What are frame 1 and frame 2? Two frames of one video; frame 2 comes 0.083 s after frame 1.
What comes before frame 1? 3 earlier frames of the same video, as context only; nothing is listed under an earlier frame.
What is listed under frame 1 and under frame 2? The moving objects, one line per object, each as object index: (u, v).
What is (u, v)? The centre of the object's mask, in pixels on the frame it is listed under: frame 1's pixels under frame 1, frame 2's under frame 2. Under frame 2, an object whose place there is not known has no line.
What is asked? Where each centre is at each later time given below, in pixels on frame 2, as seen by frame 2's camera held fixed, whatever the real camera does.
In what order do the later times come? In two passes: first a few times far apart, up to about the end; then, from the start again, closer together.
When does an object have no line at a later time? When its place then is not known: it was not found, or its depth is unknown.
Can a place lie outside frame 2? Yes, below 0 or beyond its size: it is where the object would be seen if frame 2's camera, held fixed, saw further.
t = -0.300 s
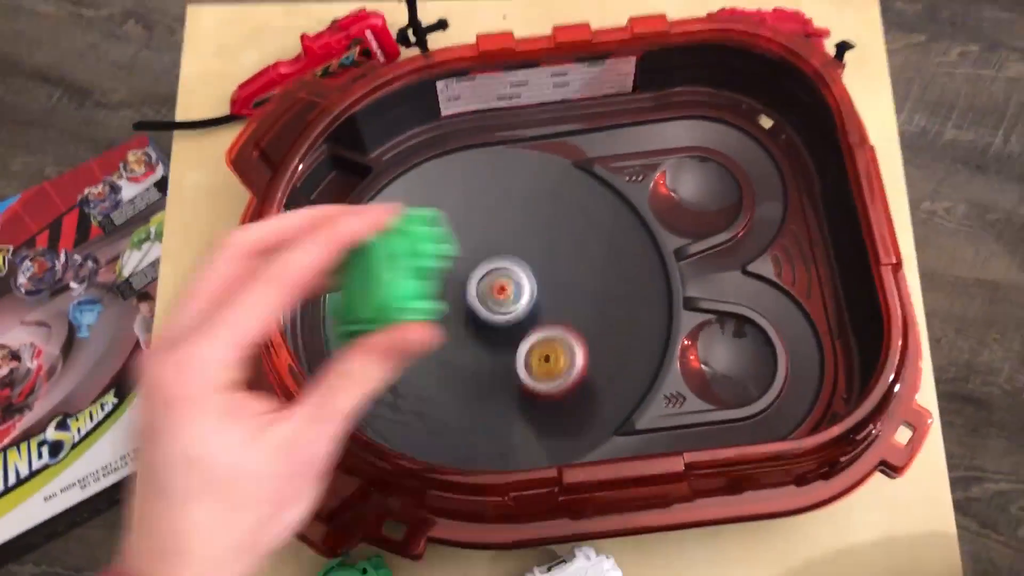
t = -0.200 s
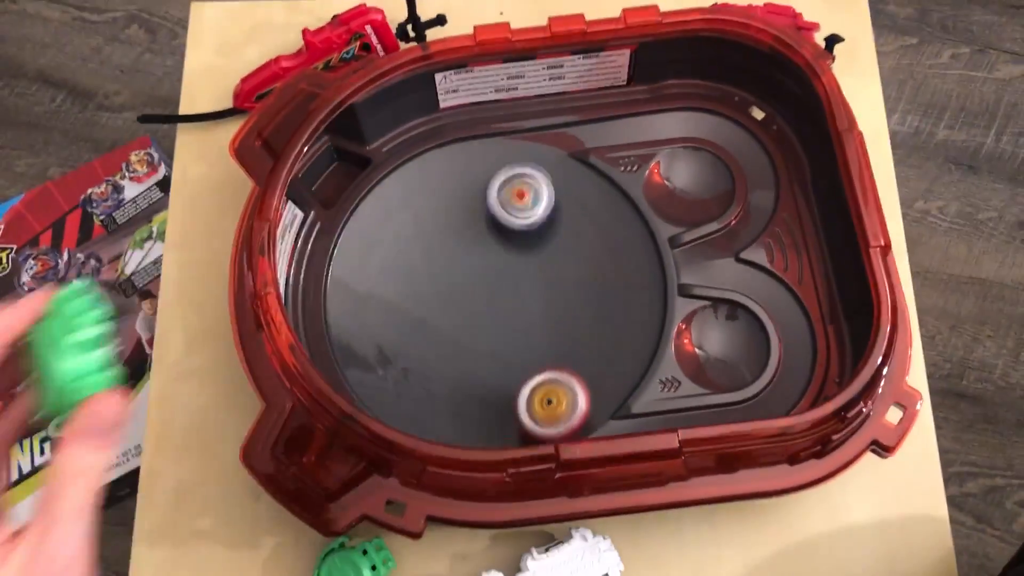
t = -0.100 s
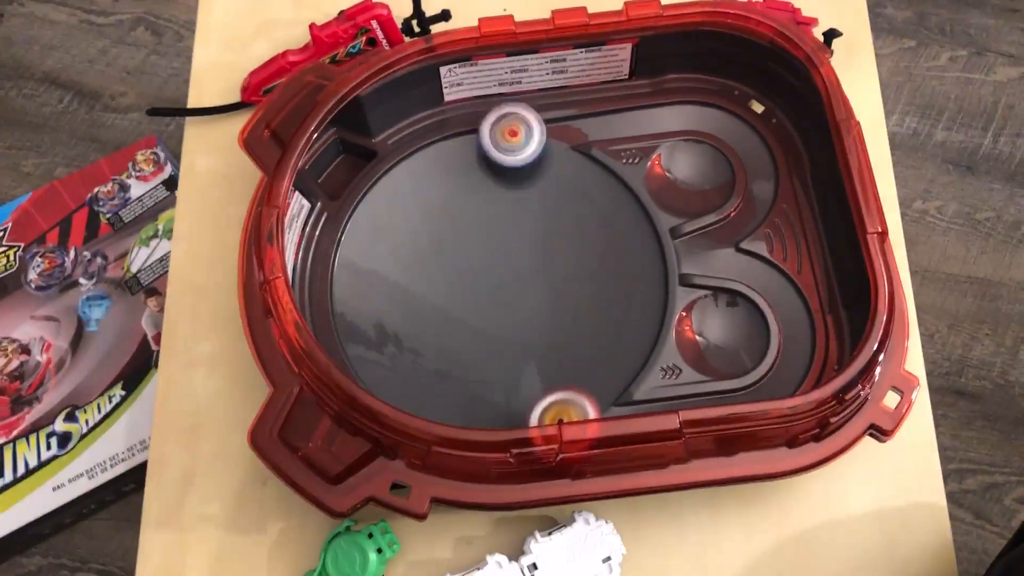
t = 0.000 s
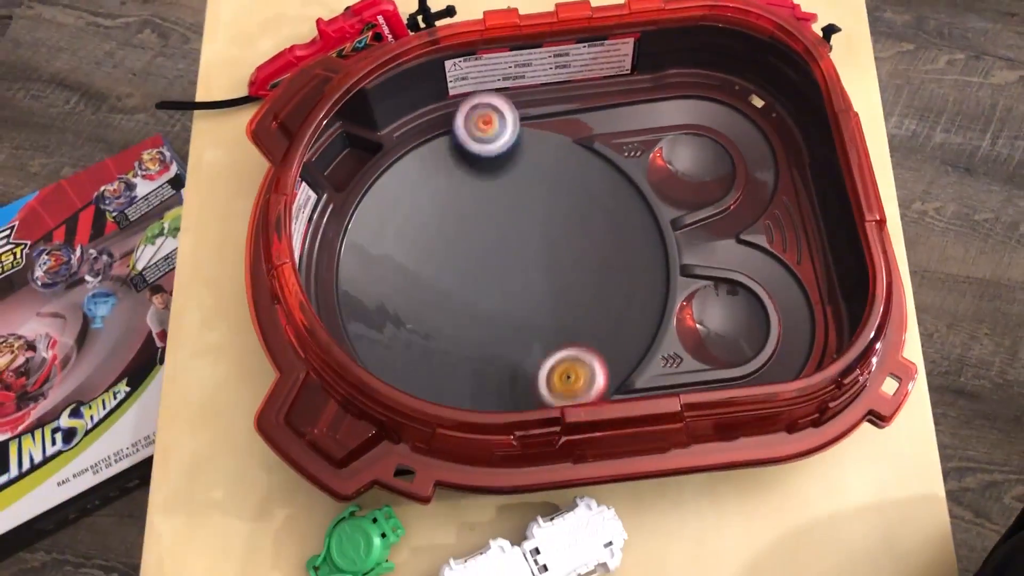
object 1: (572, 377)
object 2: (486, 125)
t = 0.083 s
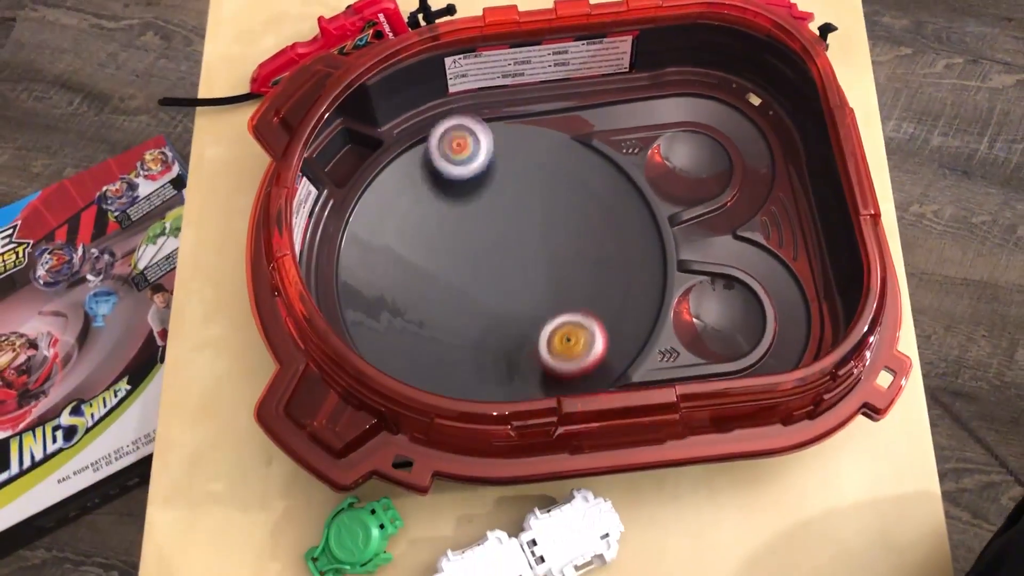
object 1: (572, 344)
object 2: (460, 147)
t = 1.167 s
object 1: (374, 332)
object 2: (458, 335)
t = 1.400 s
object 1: (435, 367)
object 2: (647, 370)
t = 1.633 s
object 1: (484, 291)
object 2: (790, 334)
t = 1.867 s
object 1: (374, 189)
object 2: (782, 264)
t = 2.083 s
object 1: (395, 298)
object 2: (785, 270)
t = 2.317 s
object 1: (540, 246)
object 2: (788, 272)
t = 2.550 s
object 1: (468, 120)
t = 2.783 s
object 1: (365, 288)
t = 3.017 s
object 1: (611, 347)
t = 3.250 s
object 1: (583, 142)
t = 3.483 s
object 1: (414, 223)
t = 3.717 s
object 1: (565, 375)
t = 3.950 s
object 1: (805, 316)
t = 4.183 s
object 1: (691, 330)
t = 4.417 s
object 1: (657, 371)
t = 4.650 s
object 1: (588, 378)
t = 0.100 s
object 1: (572, 339)
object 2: (456, 153)
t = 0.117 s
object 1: (572, 334)
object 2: (452, 161)
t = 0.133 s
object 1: (571, 330)
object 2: (449, 169)
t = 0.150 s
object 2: (448, 179)
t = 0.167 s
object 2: (448, 187)
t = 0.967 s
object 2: (481, 203)
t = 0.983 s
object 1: (381, 262)
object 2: (471, 212)
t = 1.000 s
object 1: (374, 268)
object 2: (463, 222)
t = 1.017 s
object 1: (368, 274)
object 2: (458, 233)
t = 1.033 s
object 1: (361, 281)
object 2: (451, 242)
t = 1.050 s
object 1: (355, 288)
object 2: (446, 254)
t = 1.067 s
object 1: (351, 296)
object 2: (443, 265)
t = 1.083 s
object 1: (349, 303)
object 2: (441, 277)
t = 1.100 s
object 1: (354, 309)
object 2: (439, 288)
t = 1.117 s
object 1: (361, 317)
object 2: (439, 300)
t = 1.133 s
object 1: (369, 324)
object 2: (440, 312)
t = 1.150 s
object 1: (374, 328)
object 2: (447, 323)
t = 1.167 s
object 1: (374, 332)
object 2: (458, 335)
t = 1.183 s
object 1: (375, 336)
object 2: (469, 347)
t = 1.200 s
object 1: (377, 340)
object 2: (481, 358)
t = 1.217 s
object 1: (379, 343)
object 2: (495, 368)
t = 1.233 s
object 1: (385, 346)
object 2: (508, 374)
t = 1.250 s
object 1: (389, 348)
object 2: (522, 378)
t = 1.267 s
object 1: (395, 350)
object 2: (536, 380)
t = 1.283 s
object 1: (400, 353)
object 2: (551, 381)
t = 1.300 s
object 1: (406, 355)
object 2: (565, 381)
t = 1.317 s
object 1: (411, 357)
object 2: (581, 381)
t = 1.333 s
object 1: (416, 359)
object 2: (595, 380)
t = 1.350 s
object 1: (421, 361)
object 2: (609, 378)
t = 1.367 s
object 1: (426, 363)
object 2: (623, 376)
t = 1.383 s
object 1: (430, 365)
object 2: (636, 373)
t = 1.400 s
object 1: (435, 367)
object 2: (647, 370)
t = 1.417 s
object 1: (440, 368)
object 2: (660, 367)
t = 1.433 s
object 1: (445, 369)
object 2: (672, 364)
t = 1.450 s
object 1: (450, 369)
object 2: (684, 361)
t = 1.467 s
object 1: (455, 368)
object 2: (696, 361)
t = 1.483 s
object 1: (461, 367)
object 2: (707, 361)
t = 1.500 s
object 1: (467, 362)
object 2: (718, 359)
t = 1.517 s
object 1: (473, 356)
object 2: (729, 358)
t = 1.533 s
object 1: (478, 349)
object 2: (741, 357)
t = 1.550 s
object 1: (481, 342)
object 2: (752, 355)
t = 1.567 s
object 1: (484, 333)
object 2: (762, 352)
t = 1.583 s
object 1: (485, 323)
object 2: (771, 350)
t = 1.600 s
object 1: (486, 312)
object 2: (778, 346)
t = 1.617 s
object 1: (486, 301)
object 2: (784, 341)
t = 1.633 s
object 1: (484, 291)
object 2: (790, 334)
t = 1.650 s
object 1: (482, 280)
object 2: (792, 325)
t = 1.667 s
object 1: (479, 270)
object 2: (794, 317)
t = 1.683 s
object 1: (473, 260)
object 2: (793, 307)
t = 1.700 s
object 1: (468, 249)
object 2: (791, 298)
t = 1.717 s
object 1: (461, 239)
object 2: (790, 291)
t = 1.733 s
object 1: (454, 229)
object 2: (789, 284)
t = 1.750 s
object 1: (447, 221)
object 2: (788, 279)
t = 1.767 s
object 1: (437, 213)
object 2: (786, 274)
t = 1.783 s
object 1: (429, 206)
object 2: (783, 271)
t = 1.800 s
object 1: (419, 201)
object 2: (782, 270)
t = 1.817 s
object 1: (408, 196)
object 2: (780, 267)
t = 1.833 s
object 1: (397, 192)
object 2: (780, 266)
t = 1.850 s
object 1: (386, 190)
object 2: (782, 264)
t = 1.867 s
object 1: (374, 189)
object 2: (782, 264)
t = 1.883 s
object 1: (362, 190)
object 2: (783, 265)
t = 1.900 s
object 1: (361, 195)
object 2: (783, 266)
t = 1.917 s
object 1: (362, 204)
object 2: (782, 268)
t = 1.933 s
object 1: (365, 216)
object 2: (781, 268)
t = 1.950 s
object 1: (368, 229)
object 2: (783, 267)
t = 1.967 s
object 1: (370, 239)
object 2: (785, 267)
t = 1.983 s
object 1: (373, 249)
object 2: (785, 268)
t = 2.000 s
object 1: (375, 258)
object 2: (786, 269)
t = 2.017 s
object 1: (377, 267)
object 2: (785, 269)
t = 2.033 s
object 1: (380, 276)
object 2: (784, 270)
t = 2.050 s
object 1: (384, 283)
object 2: (784, 270)
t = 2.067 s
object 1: (389, 291)
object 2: (784, 270)
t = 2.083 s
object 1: (395, 298)
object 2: (785, 270)
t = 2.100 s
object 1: (404, 304)
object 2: (786, 270)
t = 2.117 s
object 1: (414, 309)
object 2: (786, 271)
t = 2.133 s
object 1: (425, 311)
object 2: (786, 271)
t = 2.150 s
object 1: (438, 312)
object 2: (785, 272)
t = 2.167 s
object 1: (450, 312)
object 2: (785, 271)
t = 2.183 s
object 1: (463, 309)
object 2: (786, 271)
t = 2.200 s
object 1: (475, 305)
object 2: (787, 271)
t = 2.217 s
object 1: (488, 300)
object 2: (788, 270)
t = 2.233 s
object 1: (499, 293)
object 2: (788, 271)
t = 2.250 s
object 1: (509, 286)
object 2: (788, 271)
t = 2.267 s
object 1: (518, 277)
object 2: (788, 271)
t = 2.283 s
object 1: (527, 267)
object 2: (788, 272)
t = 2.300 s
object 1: (534, 257)
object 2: (787, 272)
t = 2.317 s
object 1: (540, 246)
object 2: (788, 272)
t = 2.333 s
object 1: (544, 235)
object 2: (787, 271)
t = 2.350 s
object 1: (548, 223)
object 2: (788, 271)
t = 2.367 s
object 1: (550, 211)
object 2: (788, 270)
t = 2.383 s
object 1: (551, 199)
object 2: (789, 270)
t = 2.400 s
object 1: (549, 186)
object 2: (789, 270)
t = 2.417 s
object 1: (547, 174)
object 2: (790, 271)
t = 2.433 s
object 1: (542, 162)
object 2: (791, 271)
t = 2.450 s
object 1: (536, 151)
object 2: (790, 272)
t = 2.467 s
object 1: (528, 139)
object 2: (791, 272)
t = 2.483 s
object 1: (518, 129)
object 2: (790, 273)
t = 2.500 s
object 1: (507, 119)
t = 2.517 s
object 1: (494, 112)
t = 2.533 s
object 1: (482, 114)
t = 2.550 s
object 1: (468, 120)
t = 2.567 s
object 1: (455, 128)
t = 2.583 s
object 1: (442, 136)
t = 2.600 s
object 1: (427, 141)
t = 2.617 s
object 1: (413, 149)
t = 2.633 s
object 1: (400, 157)
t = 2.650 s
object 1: (387, 168)
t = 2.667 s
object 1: (377, 180)
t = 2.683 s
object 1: (368, 194)
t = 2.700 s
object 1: (361, 208)
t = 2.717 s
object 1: (357, 224)
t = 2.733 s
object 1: (355, 240)
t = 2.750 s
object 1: (355, 256)
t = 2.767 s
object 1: (358, 273)
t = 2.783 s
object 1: (365, 288)
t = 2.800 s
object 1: (374, 303)
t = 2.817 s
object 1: (385, 317)
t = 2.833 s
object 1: (398, 330)
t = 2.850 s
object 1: (413, 341)
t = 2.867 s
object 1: (431, 350)
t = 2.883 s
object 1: (450, 357)
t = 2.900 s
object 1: (470, 363)
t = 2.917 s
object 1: (490, 366)
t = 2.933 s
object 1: (511, 367)
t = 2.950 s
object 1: (531, 367)
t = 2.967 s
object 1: (552, 365)
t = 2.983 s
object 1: (572, 360)
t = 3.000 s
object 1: (592, 355)
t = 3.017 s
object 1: (611, 347)
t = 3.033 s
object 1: (629, 336)
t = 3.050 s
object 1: (646, 322)
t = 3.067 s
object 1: (653, 305)
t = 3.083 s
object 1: (653, 285)
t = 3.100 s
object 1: (653, 268)
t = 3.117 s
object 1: (653, 250)
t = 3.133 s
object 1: (656, 232)
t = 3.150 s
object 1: (653, 215)
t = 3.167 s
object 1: (644, 200)
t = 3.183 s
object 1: (633, 186)
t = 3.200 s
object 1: (623, 172)
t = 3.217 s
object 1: (613, 158)
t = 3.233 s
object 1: (599, 149)
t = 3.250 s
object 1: (583, 142)
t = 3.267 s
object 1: (568, 133)
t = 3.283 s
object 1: (553, 127)
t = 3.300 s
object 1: (538, 123)
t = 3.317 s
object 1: (521, 122)
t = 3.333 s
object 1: (505, 123)
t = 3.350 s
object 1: (491, 127)
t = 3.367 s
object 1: (475, 133)
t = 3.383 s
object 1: (462, 141)
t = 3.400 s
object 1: (450, 150)
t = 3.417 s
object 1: (439, 161)
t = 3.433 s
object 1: (429, 175)
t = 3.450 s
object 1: (421, 191)
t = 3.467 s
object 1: (416, 207)
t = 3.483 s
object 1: (414, 223)
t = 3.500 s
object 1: (413, 240)
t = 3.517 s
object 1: (414, 257)
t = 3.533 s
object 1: (417, 275)
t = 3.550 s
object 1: (423, 291)
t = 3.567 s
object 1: (431, 307)
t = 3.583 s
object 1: (441, 321)
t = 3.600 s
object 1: (453, 335)
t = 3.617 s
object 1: (466, 347)
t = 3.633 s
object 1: (481, 357)
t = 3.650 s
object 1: (496, 367)
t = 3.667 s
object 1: (513, 372)
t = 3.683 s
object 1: (530, 374)
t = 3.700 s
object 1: (547, 375)
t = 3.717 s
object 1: (565, 375)
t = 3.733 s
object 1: (583, 374)
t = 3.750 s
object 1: (601, 371)
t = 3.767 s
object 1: (619, 370)
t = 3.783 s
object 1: (636, 368)
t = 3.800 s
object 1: (654, 367)
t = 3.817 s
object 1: (674, 366)
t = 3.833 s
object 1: (695, 364)
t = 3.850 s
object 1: (716, 361)
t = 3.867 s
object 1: (738, 358)
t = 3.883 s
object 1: (759, 355)
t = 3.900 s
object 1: (779, 350)
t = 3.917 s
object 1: (797, 342)
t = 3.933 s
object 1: (805, 331)
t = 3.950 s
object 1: (805, 316)
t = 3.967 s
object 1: (804, 300)
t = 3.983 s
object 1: (800, 281)
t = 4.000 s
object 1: (792, 264)
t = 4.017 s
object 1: (780, 267)
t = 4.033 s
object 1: (769, 275)
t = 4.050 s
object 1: (757, 281)
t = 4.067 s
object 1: (747, 286)
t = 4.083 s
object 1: (740, 293)
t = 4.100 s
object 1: (728, 300)
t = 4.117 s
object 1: (718, 309)
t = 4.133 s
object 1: (707, 319)
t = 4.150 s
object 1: (698, 323)
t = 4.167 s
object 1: (694, 327)
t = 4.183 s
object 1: (691, 330)
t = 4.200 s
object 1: (686, 334)
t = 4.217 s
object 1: (682, 340)
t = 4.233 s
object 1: (679, 342)
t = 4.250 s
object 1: (676, 345)
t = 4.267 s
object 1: (676, 349)
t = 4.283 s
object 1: (673, 352)
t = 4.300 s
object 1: (672, 355)
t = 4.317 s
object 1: (670, 357)
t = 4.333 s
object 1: (668, 361)
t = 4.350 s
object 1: (665, 364)
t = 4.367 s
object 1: (662, 368)
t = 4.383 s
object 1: (660, 370)
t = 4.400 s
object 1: (659, 370)
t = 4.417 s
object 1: (657, 371)
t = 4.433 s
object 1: (654, 370)
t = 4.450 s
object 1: (650, 368)
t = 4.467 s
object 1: (647, 366)
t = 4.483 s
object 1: (645, 365)
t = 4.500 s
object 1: (641, 364)
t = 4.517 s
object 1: (639, 363)
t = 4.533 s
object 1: (634, 365)
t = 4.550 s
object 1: (630, 368)
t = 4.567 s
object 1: (624, 370)
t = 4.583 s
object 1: (617, 372)
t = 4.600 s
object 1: (611, 375)
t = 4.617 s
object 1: (602, 378)
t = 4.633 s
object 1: (596, 379)
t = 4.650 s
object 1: (588, 378)
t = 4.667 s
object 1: (581, 379)
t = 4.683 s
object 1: (572, 378)
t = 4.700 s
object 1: (563, 379)
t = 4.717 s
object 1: (555, 379)
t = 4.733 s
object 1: (546, 380)
